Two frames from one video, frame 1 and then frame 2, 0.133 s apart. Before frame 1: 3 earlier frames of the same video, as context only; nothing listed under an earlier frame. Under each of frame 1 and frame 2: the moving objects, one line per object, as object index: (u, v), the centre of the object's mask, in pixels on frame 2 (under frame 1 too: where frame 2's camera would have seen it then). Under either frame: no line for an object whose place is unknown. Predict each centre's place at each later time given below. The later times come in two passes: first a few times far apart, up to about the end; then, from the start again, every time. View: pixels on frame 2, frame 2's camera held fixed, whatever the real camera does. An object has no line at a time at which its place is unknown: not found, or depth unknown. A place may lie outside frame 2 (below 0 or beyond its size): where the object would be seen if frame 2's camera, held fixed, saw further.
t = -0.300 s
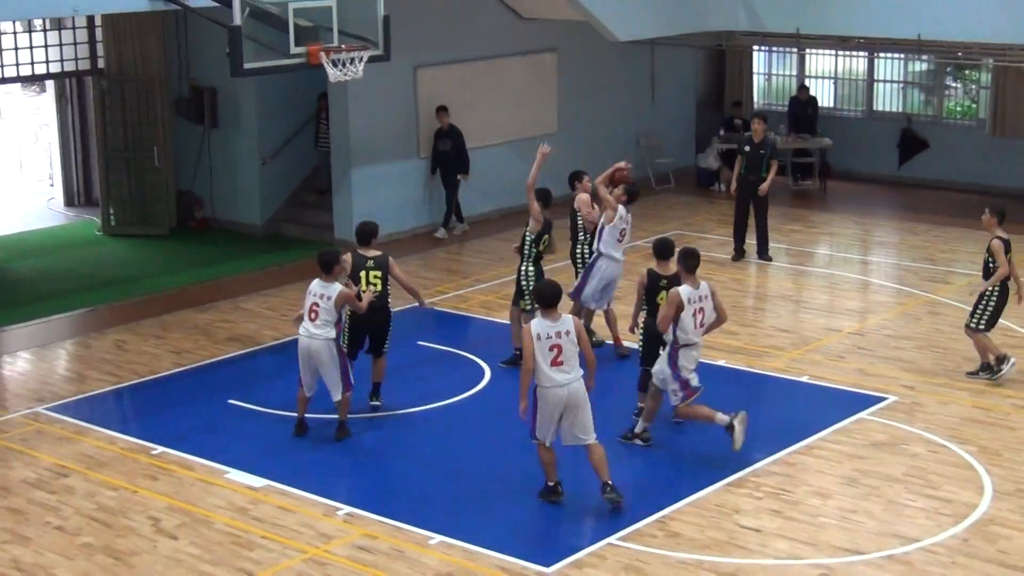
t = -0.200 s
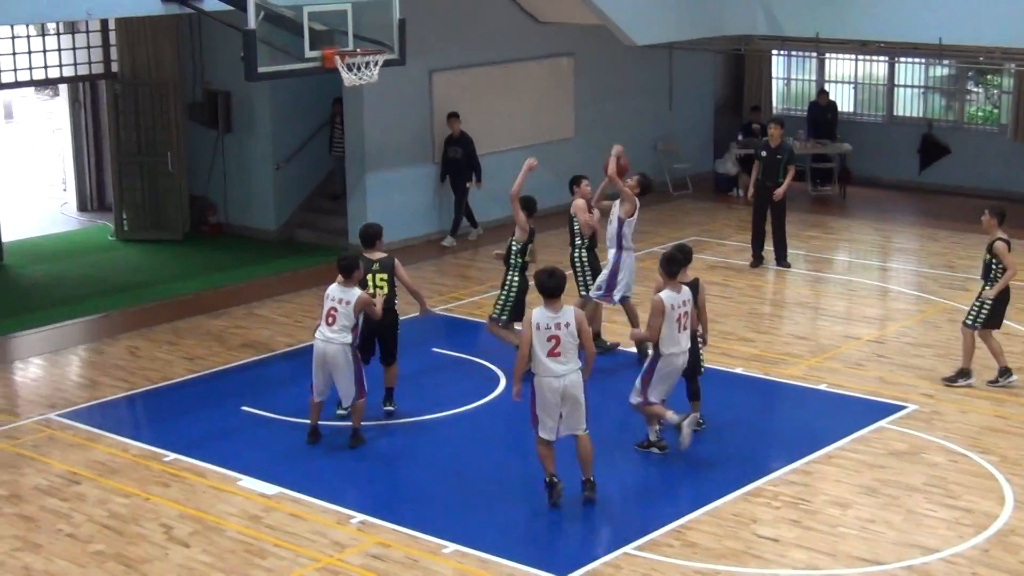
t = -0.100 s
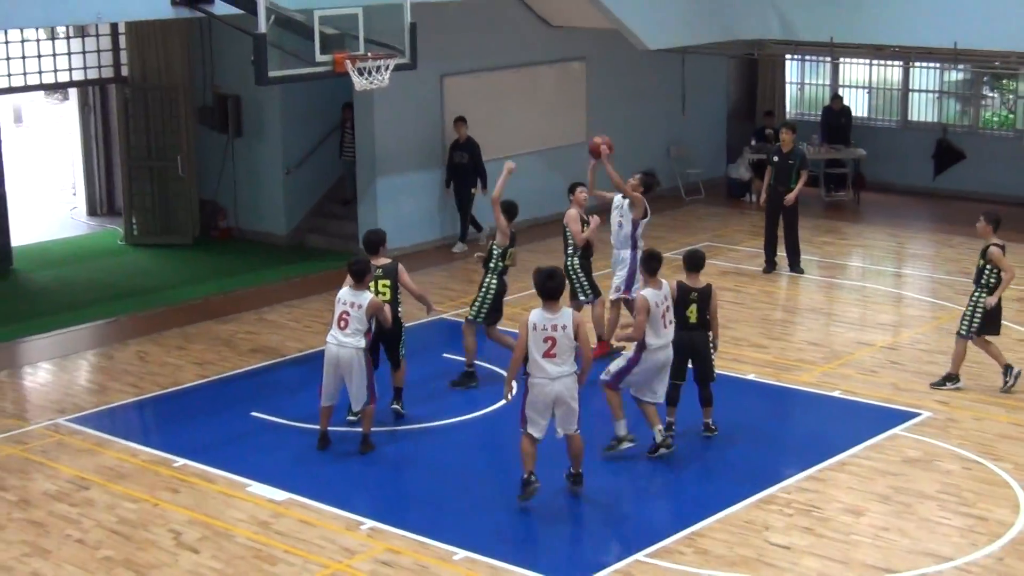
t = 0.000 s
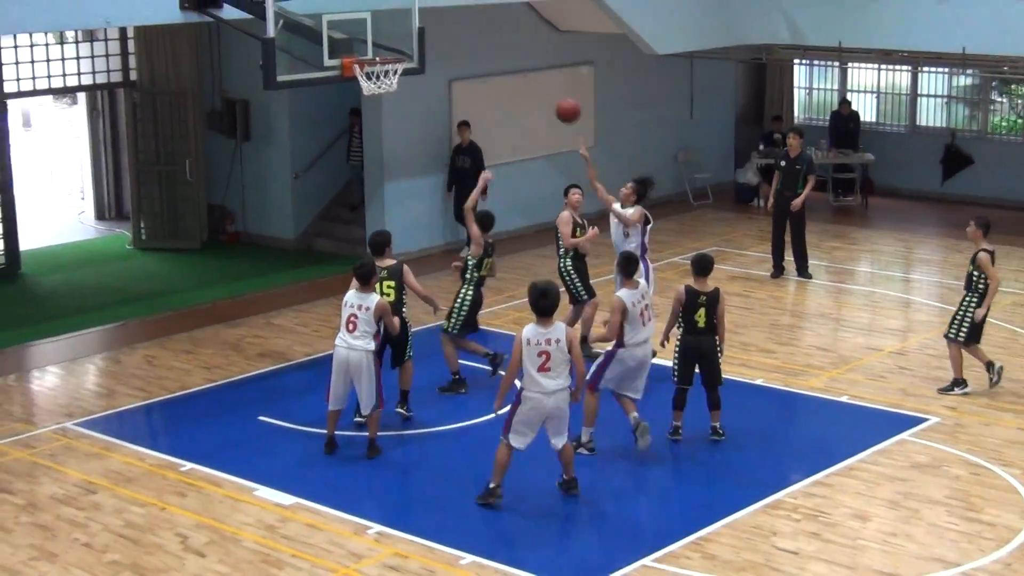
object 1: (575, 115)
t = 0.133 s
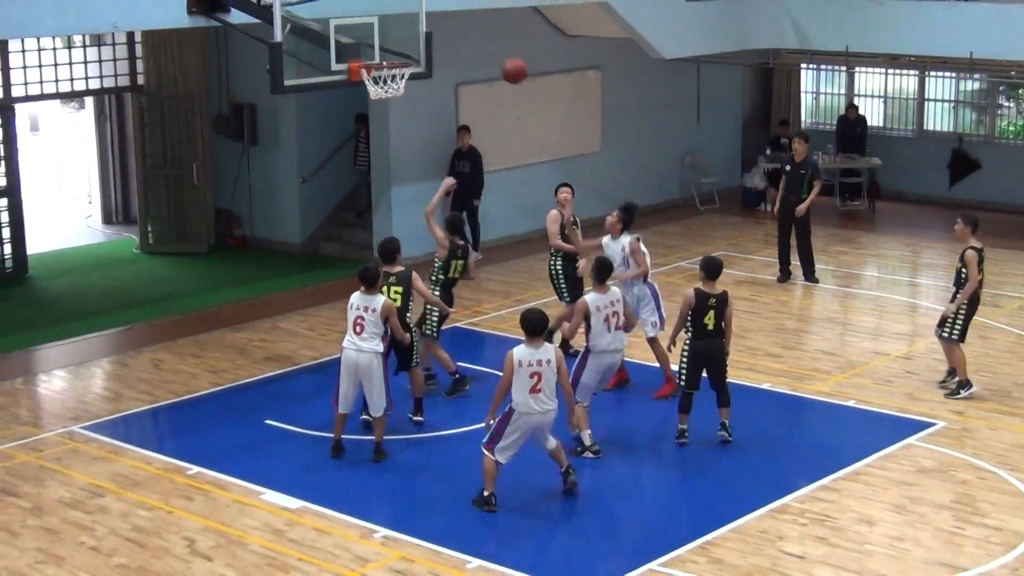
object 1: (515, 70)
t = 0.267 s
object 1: (453, 45)
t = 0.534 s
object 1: (376, 50)
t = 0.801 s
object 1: (409, 41)
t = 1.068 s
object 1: (423, 70)
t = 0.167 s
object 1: (499, 62)
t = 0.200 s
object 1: (483, 56)
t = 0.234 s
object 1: (468, 49)
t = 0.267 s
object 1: (453, 45)
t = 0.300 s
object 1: (438, 41)
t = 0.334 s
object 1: (423, 39)
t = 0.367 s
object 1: (407, 38)
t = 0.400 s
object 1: (392, 38)
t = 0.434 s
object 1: (377, 39)
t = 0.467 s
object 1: (372, 41)
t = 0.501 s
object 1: (374, 45)
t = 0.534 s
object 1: (376, 50)
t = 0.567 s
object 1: (377, 54)
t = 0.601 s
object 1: (383, 55)
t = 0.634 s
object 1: (392, 53)
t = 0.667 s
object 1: (401, 53)
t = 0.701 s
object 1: (404, 50)
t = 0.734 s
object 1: (405, 46)
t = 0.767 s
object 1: (407, 43)
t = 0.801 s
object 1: (409, 41)
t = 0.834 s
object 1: (410, 40)
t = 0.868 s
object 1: (412, 41)
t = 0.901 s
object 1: (414, 43)
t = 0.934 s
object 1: (416, 46)
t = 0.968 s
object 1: (418, 50)
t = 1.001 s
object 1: (420, 55)
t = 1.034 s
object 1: (422, 61)
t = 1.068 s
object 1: (423, 70)
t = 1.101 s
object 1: (425, 79)
